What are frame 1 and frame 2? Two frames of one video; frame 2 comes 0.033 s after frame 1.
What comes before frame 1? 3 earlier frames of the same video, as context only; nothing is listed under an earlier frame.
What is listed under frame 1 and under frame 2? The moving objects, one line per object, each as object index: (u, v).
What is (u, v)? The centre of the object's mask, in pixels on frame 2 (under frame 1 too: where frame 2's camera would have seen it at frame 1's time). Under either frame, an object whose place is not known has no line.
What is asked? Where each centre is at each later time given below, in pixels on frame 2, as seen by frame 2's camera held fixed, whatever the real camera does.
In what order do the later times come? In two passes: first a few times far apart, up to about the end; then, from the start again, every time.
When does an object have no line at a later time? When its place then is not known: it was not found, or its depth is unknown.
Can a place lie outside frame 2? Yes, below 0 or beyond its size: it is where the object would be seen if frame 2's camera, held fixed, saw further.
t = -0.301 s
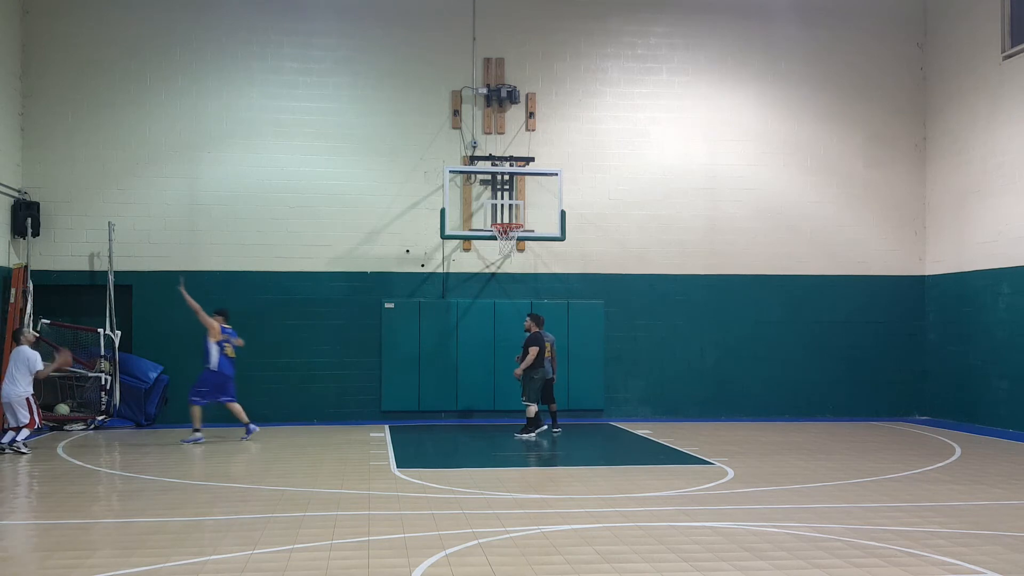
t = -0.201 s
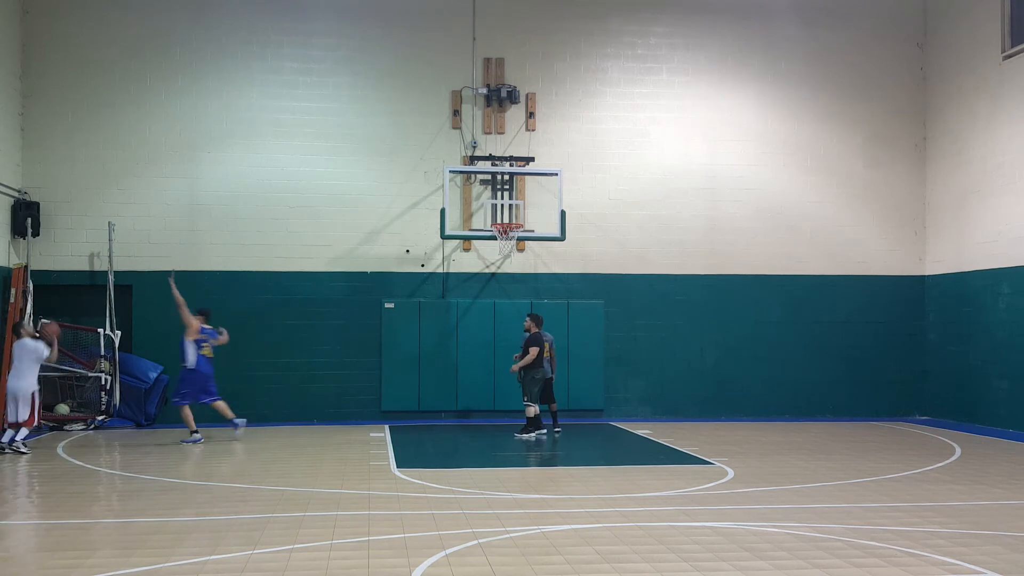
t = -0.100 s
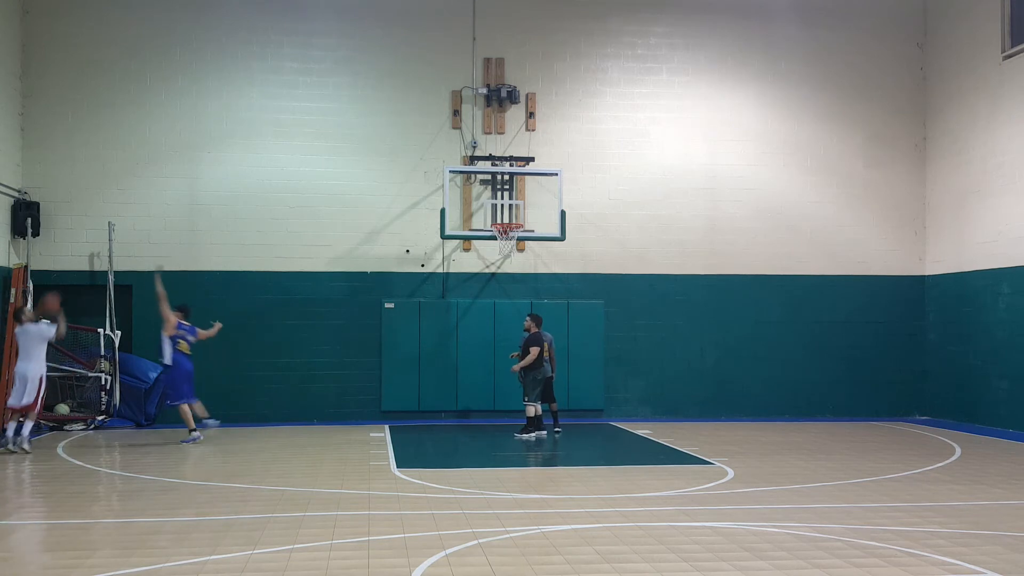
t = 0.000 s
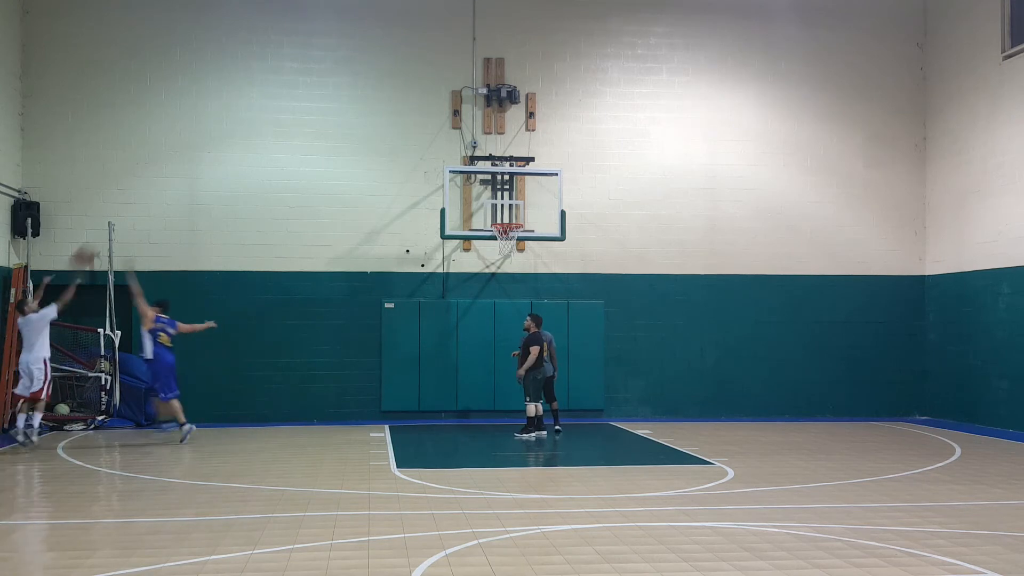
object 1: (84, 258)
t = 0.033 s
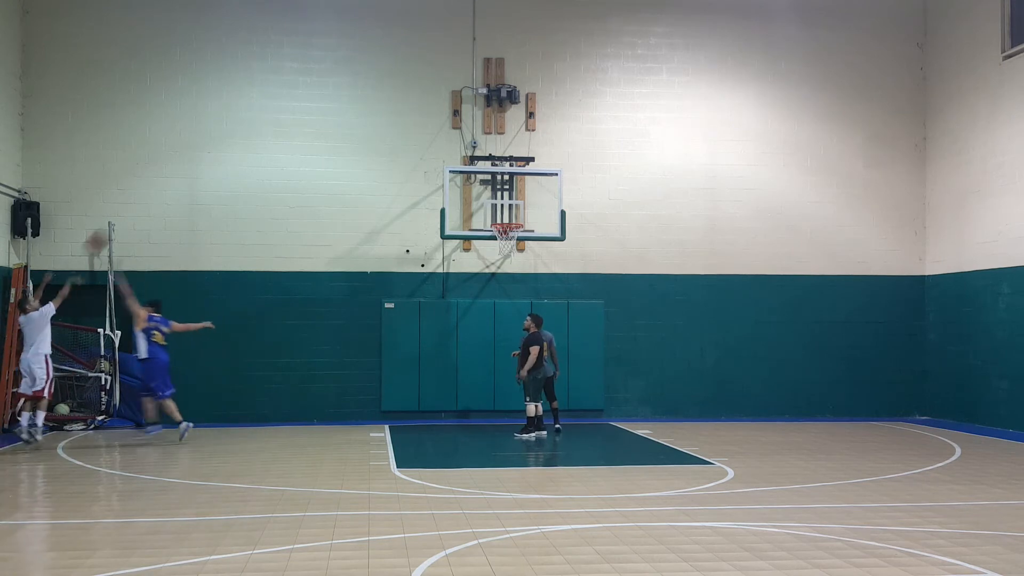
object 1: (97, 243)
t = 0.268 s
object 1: (197, 159)
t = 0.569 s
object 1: (313, 119)
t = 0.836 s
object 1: (406, 137)
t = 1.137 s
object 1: (498, 210)
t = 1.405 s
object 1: (540, 165)
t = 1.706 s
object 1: (581, 146)
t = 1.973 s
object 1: (619, 180)
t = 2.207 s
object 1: (652, 250)
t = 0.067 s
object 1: (113, 227)
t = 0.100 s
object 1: (128, 213)
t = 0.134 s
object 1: (142, 200)
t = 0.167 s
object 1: (157, 188)
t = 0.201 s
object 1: (170, 178)
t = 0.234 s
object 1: (184, 168)
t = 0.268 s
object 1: (197, 159)
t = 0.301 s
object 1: (211, 151)
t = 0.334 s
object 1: (225, 144)
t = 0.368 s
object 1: (238, 138)
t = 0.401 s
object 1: (251, 133)
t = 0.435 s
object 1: (264, 128)
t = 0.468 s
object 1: (276, 125)
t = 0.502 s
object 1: (289, 122)
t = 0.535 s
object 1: (301, 120)
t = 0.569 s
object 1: (313, 119)
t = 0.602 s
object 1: (325, 119)
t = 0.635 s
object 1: (337, 119)
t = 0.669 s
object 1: (349, 120)
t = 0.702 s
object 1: (360, 122)
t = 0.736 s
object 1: (372, 125)
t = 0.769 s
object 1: (383, 128)
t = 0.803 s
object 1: (395, 133)
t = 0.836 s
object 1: (406, 137)
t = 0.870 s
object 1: (416, 142)
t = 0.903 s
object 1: (427, 148)
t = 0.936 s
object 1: (437, 155)
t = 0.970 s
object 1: (447, 162)
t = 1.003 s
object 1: (460, 171)
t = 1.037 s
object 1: (468, 178)
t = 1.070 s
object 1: (478, 188)
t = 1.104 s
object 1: (488, 198)
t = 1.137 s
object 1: (498, 210)
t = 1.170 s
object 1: (508, 217)
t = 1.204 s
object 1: (513, 210)
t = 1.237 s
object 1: (518, 200)
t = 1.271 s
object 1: (523, 193)
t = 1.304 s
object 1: (525, 185)
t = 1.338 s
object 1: (530, 178)
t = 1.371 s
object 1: (534, 171)
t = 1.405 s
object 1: (540, 165)
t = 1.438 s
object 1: (545, 160)
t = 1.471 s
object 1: (549, 156)
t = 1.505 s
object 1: (553, 152)
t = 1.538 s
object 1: (558, 149)
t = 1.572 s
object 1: (563, 147)
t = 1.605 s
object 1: (567, 146)
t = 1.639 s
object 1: (572, 145)
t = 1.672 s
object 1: (577, 146)
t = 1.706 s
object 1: (581, 146)
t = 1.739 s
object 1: (586, 148)
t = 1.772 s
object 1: (590, 150)
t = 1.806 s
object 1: (595, 153)
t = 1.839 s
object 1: (600, 157)
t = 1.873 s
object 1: (605, 162)
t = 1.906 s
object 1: (610, 167)
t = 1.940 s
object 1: (614, 173)
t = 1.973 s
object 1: (619, 180)
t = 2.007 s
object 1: (624, 188)
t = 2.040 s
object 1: (629, 196)
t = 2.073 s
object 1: (633, 205)
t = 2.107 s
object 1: (638, 216)
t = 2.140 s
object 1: (643, 226)
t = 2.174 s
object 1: (648, 238)
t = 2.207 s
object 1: (652, 250)
